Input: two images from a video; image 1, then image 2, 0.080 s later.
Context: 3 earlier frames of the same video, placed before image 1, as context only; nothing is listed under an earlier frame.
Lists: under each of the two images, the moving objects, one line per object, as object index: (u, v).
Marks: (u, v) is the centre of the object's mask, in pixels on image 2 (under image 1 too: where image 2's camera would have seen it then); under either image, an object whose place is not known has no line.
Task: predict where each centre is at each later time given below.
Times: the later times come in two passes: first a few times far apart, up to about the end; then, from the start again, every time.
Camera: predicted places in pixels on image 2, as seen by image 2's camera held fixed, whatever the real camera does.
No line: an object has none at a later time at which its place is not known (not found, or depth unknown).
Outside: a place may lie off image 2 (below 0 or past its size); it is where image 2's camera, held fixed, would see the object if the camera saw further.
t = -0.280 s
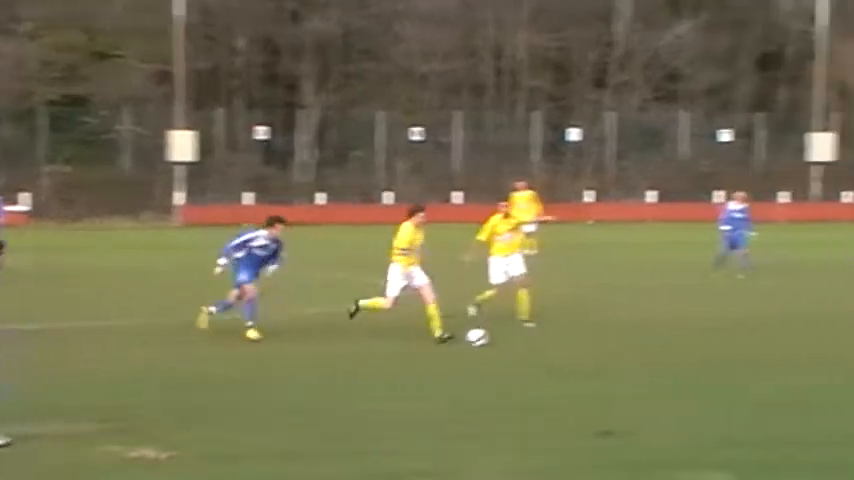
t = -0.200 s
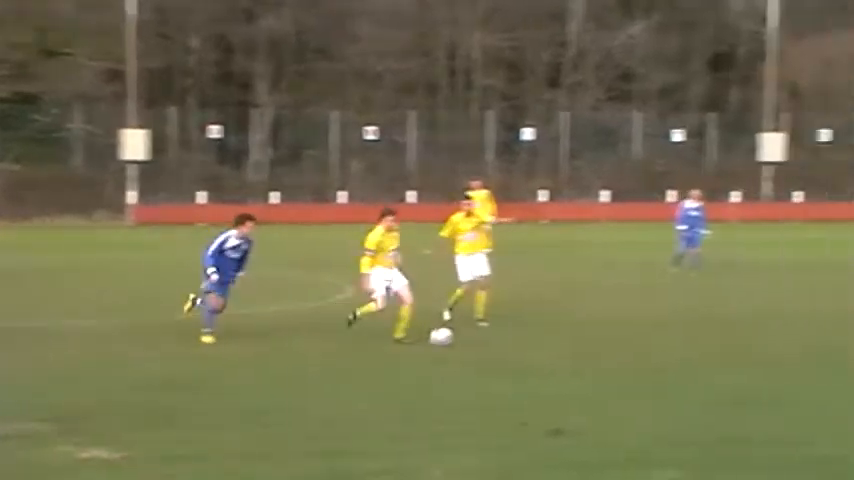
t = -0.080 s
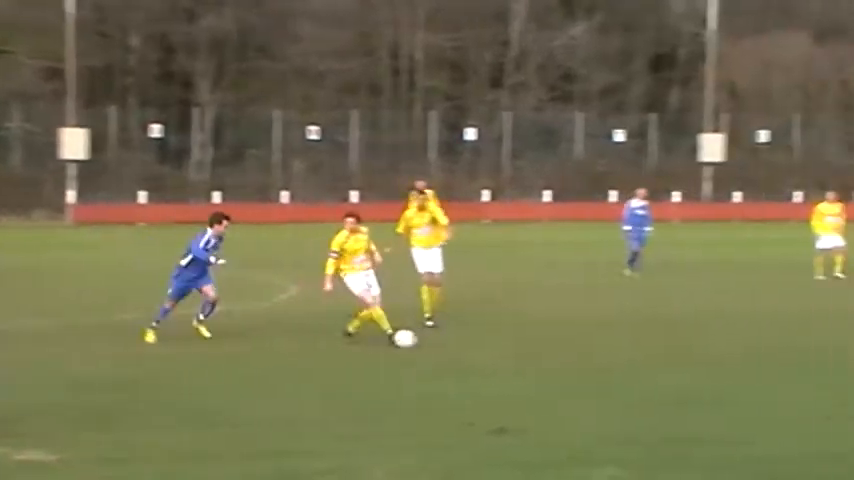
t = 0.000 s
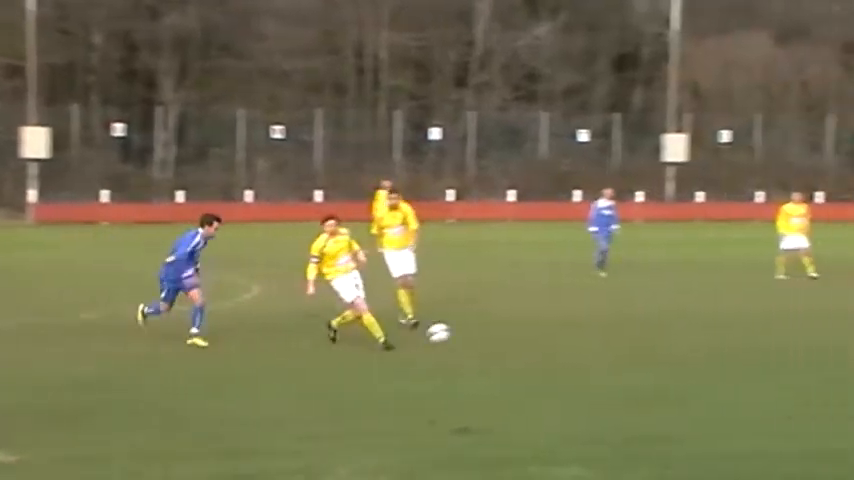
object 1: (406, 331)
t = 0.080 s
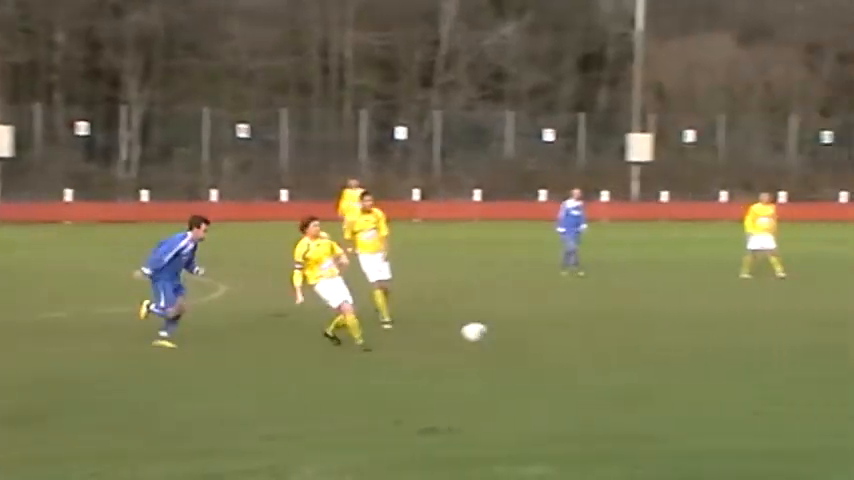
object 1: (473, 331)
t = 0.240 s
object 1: (617, 349)
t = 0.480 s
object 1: (799, 351)
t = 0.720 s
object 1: (965, 353)
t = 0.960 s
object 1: (1123, 364)
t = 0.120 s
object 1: (508, 334)
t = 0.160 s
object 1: (545, 338)
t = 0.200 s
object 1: (581, 343)
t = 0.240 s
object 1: (617, 349)
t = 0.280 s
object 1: (648, 351)
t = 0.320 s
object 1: (676, 348)
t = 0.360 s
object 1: (705, 347)
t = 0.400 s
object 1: (735, 346)
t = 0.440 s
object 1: (767, 347)
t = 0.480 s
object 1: (799, 351)
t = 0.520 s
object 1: (831, 355)
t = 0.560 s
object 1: (862, 360)
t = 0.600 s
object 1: (887, 357)
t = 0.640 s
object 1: (912, 354)
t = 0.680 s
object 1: (938, 352)
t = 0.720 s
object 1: (965, 353)
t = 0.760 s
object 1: (989, 355)
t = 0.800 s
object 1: (1017, 359)
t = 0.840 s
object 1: (1043, 364)
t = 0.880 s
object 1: (1070, 370)
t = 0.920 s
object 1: (1096, 369)
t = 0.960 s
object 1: (1123, 364)
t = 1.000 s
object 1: (1150, 360)
